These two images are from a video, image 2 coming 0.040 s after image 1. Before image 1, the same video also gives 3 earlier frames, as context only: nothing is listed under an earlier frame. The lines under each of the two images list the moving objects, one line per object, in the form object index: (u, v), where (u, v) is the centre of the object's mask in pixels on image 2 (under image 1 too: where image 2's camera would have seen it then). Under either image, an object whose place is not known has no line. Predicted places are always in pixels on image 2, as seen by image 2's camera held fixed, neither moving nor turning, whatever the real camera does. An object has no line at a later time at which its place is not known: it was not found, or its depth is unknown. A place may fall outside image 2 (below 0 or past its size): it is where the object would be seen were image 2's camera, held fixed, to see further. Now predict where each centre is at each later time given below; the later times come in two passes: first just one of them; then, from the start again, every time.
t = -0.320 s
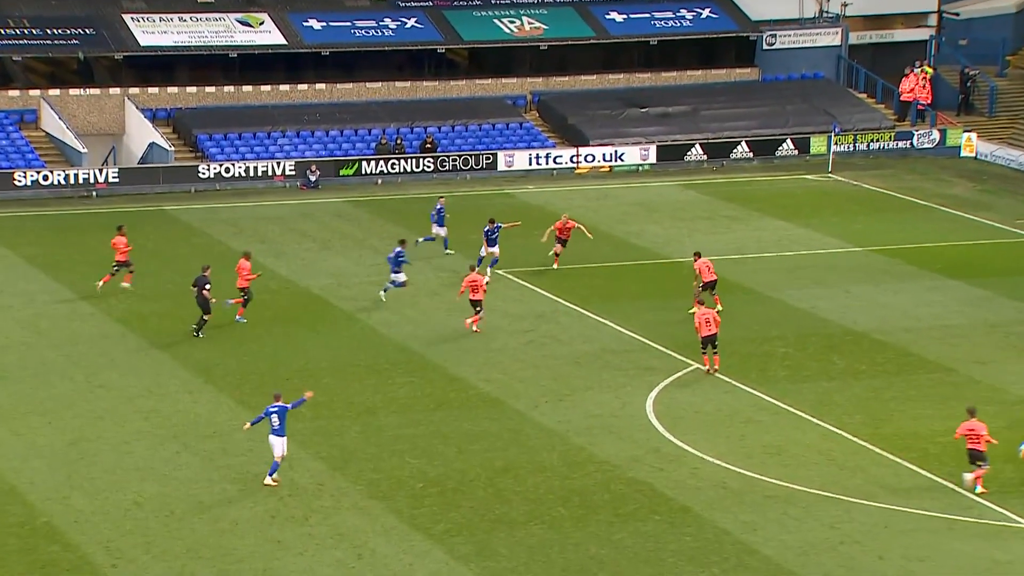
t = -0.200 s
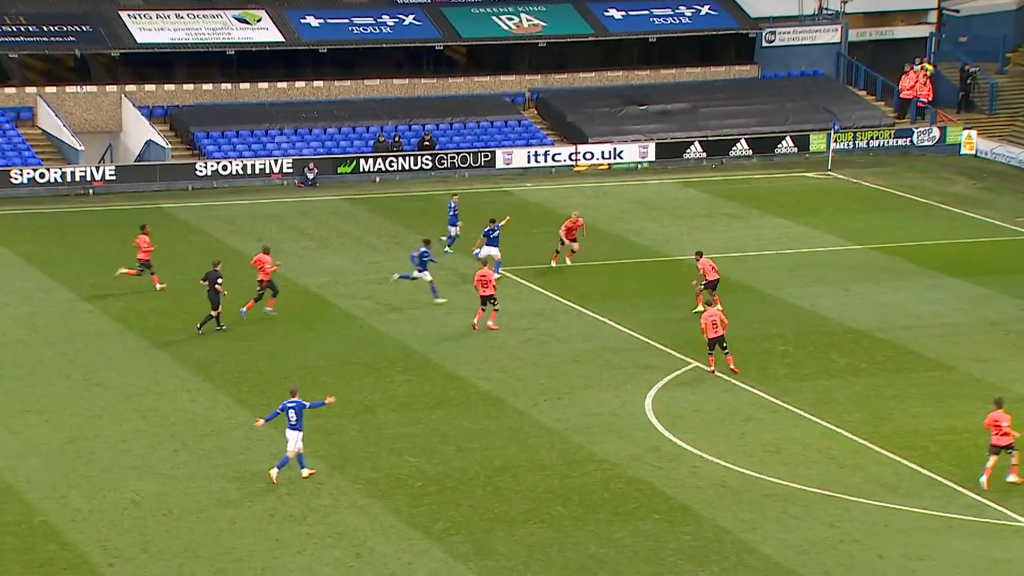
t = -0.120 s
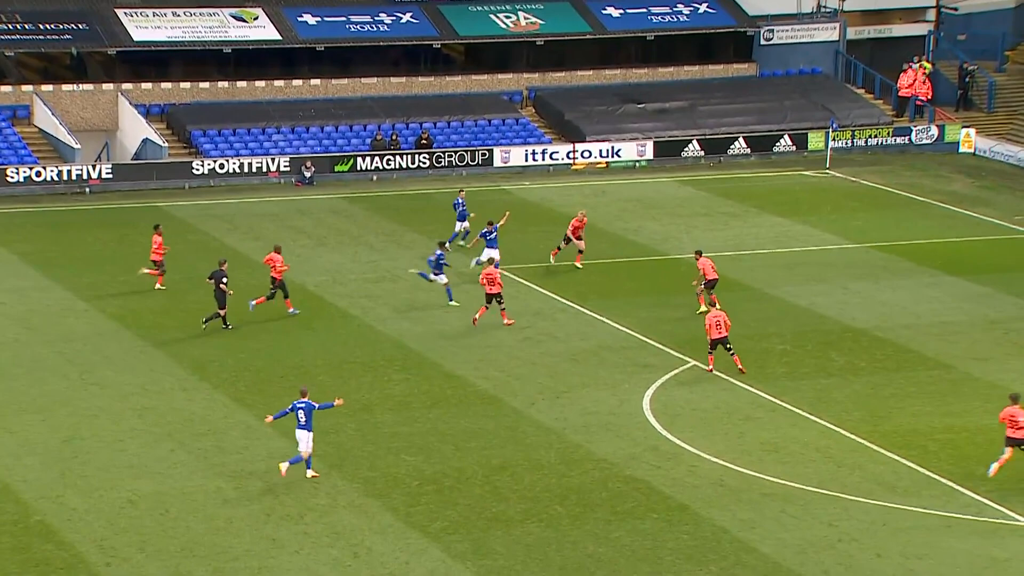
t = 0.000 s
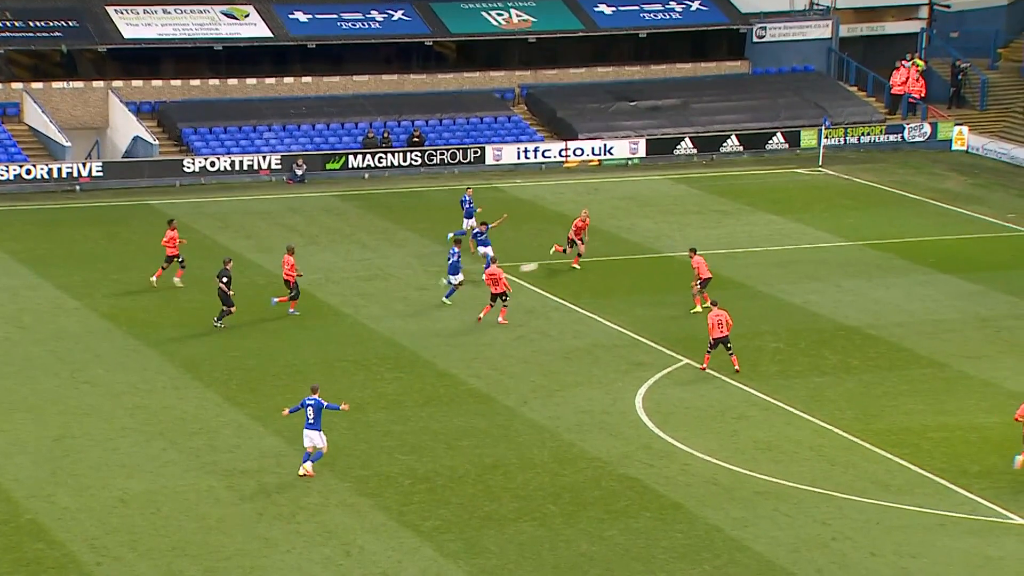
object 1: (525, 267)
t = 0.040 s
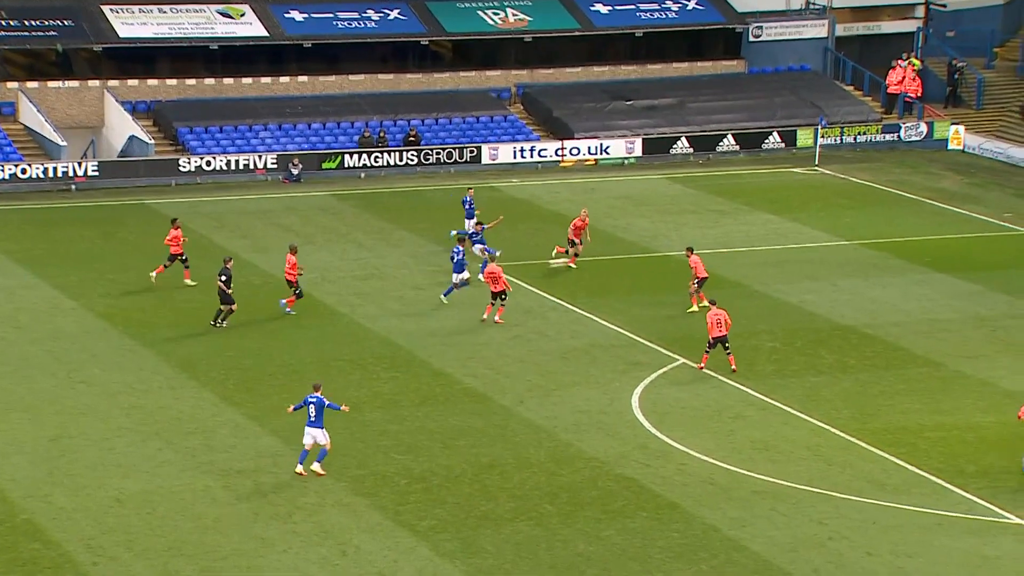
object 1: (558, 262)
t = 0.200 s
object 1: (690, 253)
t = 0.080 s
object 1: (592, 258)
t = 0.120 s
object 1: (624, 255)
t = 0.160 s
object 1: (658, 254)
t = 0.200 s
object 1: (690, 253)
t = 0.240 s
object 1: (726, 254)
